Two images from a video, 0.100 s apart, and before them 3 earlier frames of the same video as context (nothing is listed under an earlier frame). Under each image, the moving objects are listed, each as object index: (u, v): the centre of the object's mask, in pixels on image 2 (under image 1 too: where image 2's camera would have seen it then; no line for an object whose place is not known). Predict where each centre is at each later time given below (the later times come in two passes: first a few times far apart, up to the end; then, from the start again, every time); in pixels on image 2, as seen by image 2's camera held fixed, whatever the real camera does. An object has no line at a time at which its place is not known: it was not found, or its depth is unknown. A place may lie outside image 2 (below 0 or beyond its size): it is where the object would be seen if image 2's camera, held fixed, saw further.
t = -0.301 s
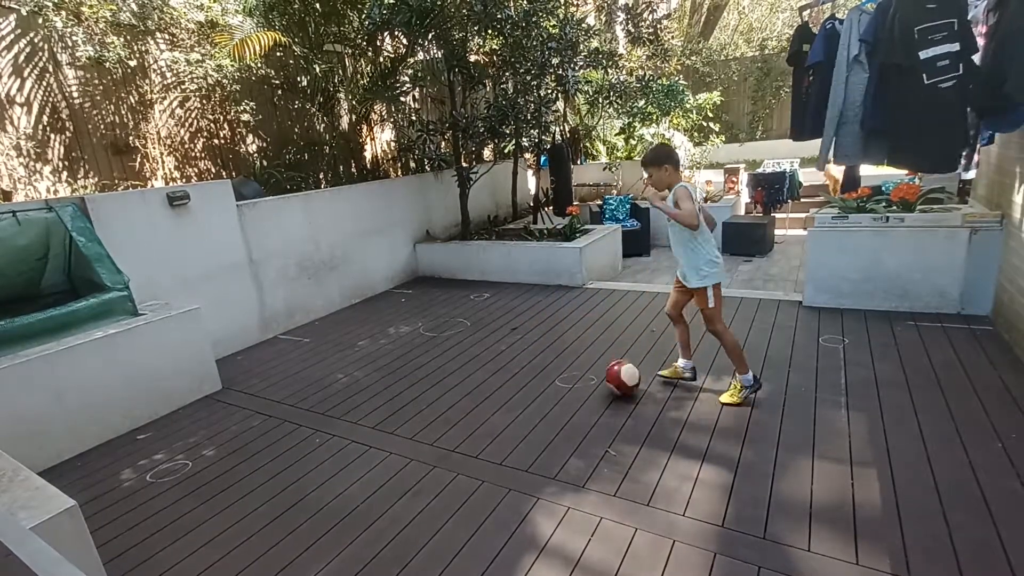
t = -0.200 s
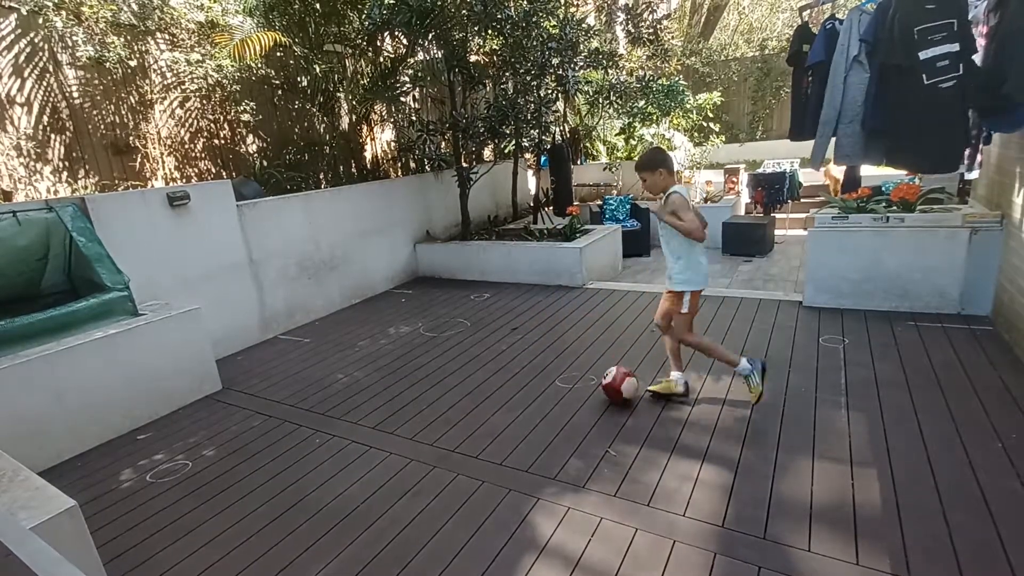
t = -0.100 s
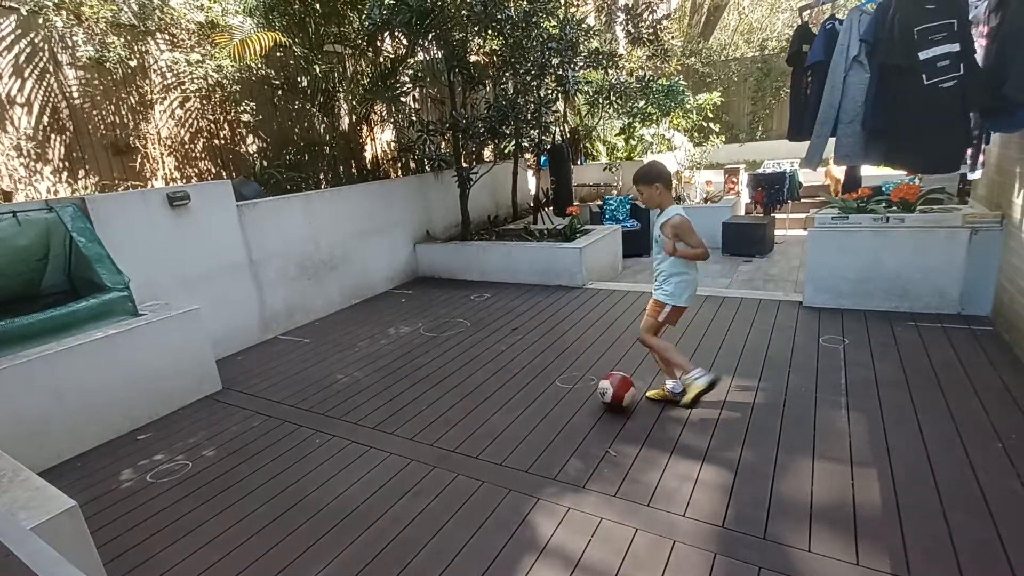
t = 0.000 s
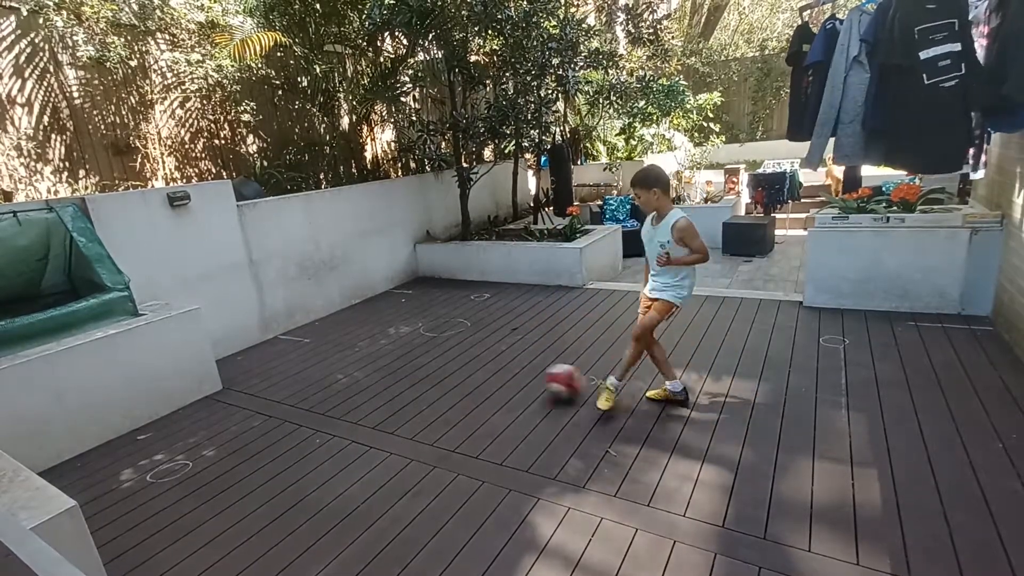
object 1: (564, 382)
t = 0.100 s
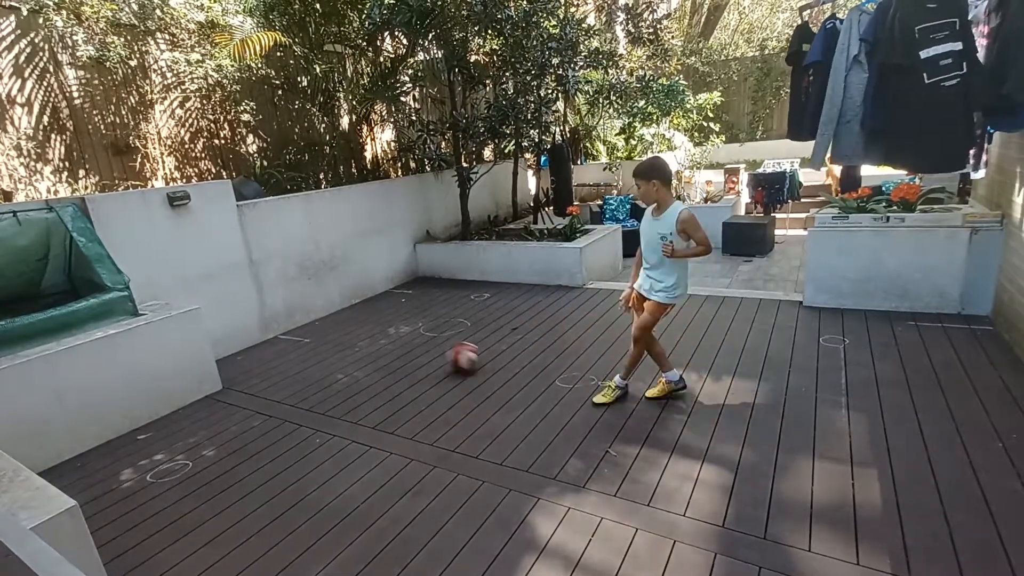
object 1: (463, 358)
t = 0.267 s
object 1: (355, 333)
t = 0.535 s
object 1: (359, 318)
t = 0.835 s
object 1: (496, 332)
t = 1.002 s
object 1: (568, 337)
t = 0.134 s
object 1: (438, 352)
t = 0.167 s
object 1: (414, 348)
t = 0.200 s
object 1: (392, 342)
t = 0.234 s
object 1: (373, 337)
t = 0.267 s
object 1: (355, 333)
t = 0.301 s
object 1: (339, 329)
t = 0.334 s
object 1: (325, 325)
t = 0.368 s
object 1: (311, 322)
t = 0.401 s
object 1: (300, 319)
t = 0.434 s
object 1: (313, 316)
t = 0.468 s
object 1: (327, 316)
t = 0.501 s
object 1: (343, 317)
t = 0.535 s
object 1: (359, 318)
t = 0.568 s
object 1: (374, 324)
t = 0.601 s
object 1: (389, 325)
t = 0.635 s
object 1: (403, 324)
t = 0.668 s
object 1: (418, 324)
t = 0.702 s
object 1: (432, 327)
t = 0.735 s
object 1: (450, 329)
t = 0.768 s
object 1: (464, 330)
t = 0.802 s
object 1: (480, 331)
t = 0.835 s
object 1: (496, 332)
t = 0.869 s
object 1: (511, 334)
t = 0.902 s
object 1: (525, 335)
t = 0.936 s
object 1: (541, 334)
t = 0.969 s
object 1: (555, 338)
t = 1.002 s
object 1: (568, 337)
